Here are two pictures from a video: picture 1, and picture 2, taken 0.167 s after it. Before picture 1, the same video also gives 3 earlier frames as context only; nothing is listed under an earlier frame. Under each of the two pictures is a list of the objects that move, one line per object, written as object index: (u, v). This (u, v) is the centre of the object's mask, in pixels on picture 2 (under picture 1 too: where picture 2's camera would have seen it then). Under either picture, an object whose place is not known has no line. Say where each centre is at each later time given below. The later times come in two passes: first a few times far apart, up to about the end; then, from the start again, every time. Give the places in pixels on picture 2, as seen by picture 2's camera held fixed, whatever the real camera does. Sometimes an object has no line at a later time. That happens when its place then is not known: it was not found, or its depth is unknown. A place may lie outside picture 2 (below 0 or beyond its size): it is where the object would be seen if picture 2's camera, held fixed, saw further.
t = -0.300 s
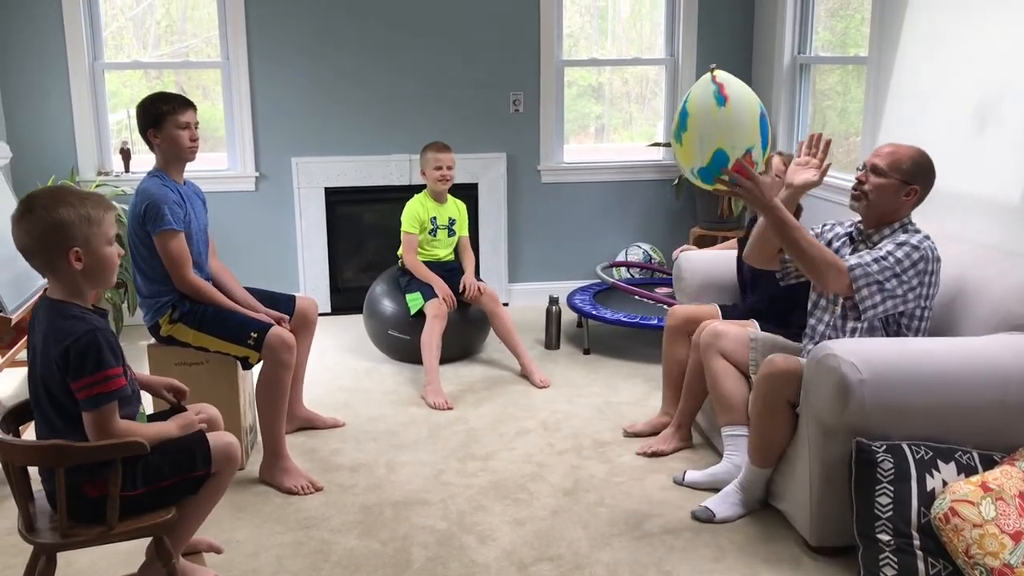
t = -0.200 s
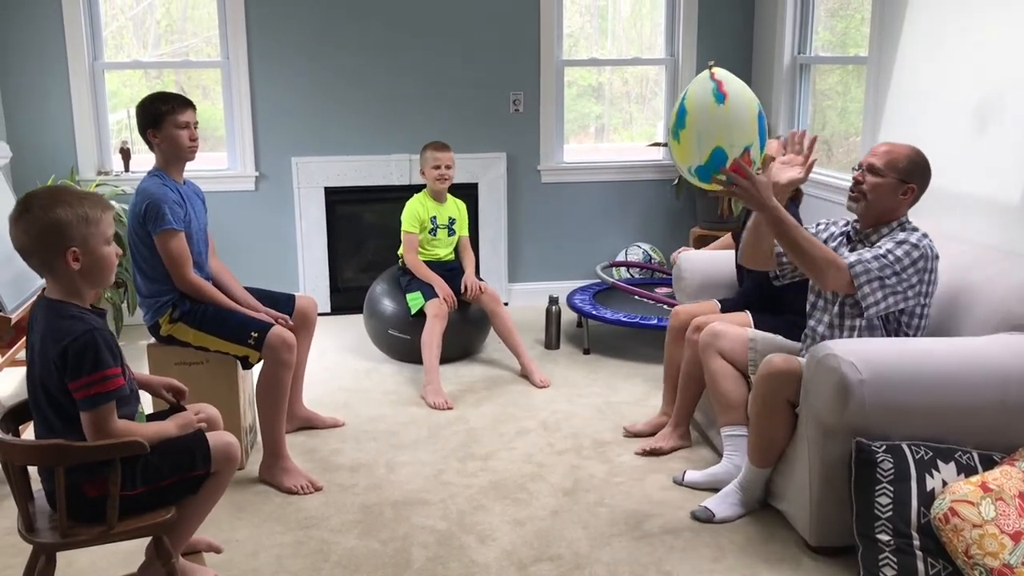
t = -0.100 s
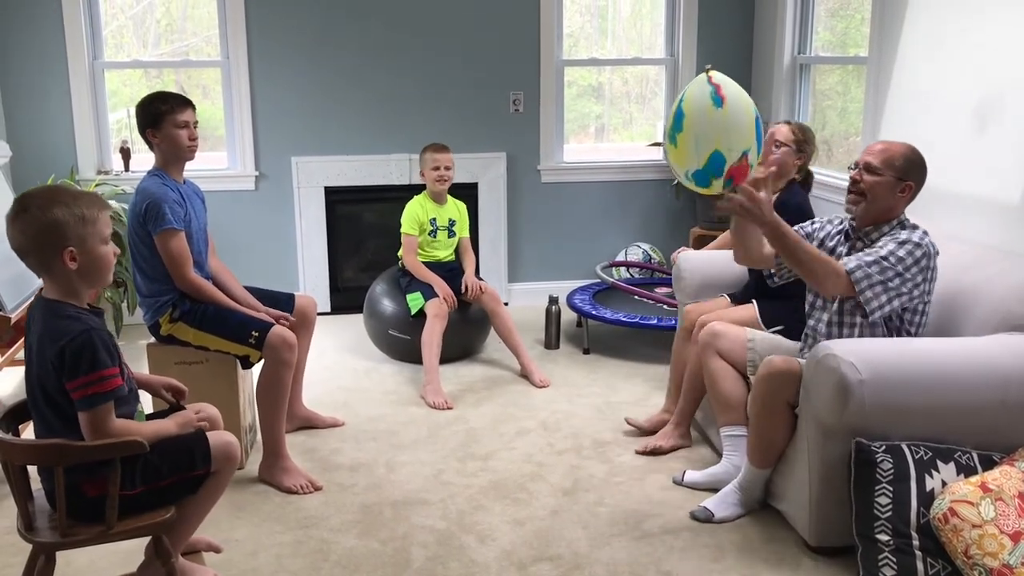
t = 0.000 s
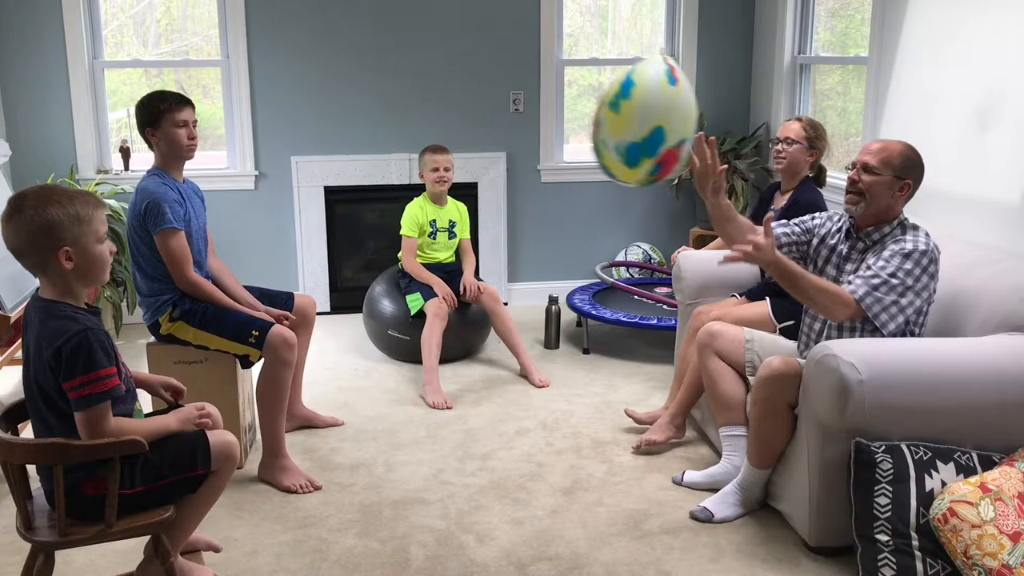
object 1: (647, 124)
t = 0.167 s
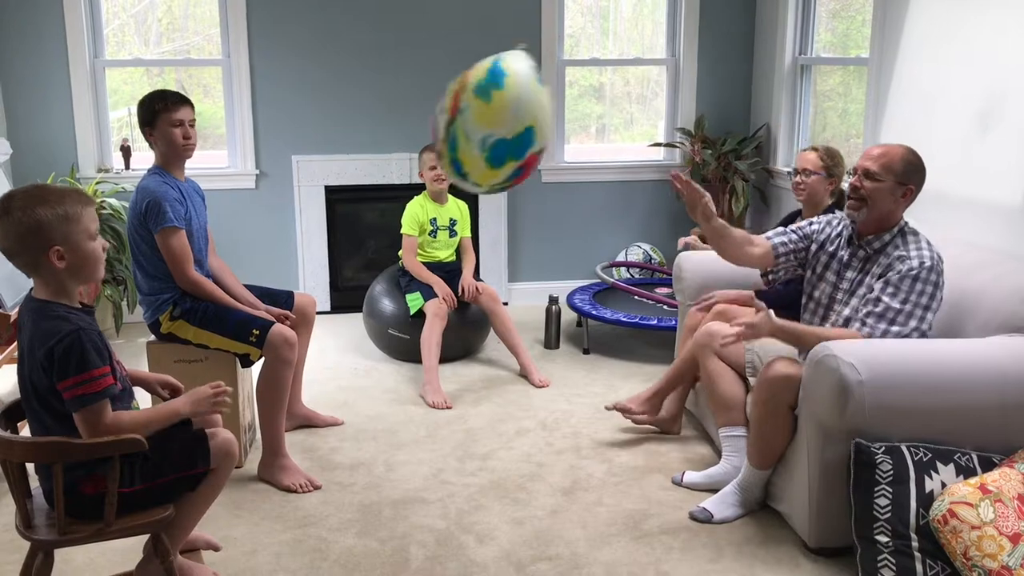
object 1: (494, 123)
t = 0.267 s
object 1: (423, 145)
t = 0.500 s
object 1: (346, 221)
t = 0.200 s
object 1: (468, 128)
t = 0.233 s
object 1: (444, 136)
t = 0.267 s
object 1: (423, 145)
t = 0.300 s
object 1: (406, 157)
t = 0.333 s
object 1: (391, 169)
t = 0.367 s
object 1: (379, 180)
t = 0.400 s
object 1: (369, 192)
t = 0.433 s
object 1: (361, 202)
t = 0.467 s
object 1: (353, 212)
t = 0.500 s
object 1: (346, 221)
